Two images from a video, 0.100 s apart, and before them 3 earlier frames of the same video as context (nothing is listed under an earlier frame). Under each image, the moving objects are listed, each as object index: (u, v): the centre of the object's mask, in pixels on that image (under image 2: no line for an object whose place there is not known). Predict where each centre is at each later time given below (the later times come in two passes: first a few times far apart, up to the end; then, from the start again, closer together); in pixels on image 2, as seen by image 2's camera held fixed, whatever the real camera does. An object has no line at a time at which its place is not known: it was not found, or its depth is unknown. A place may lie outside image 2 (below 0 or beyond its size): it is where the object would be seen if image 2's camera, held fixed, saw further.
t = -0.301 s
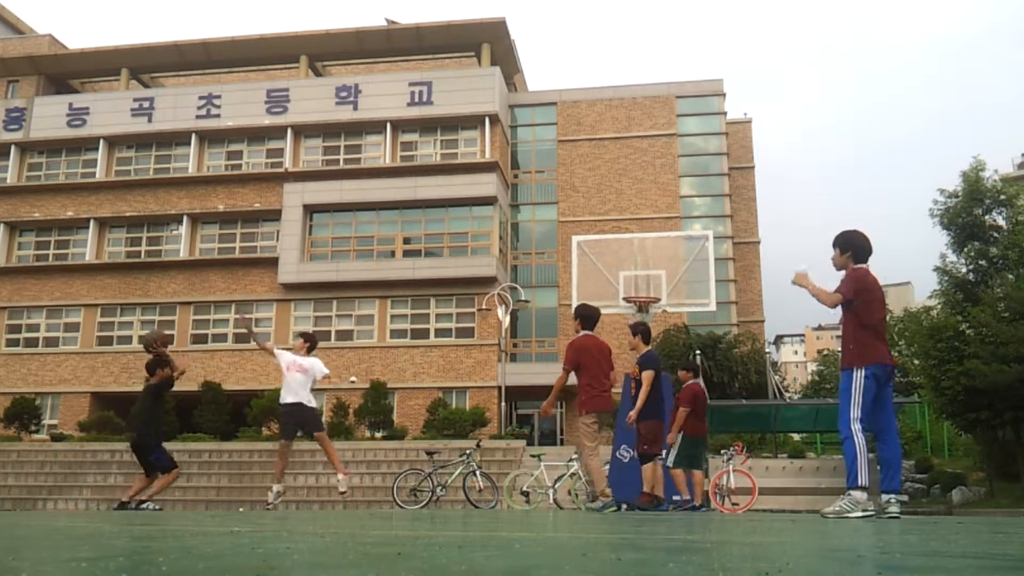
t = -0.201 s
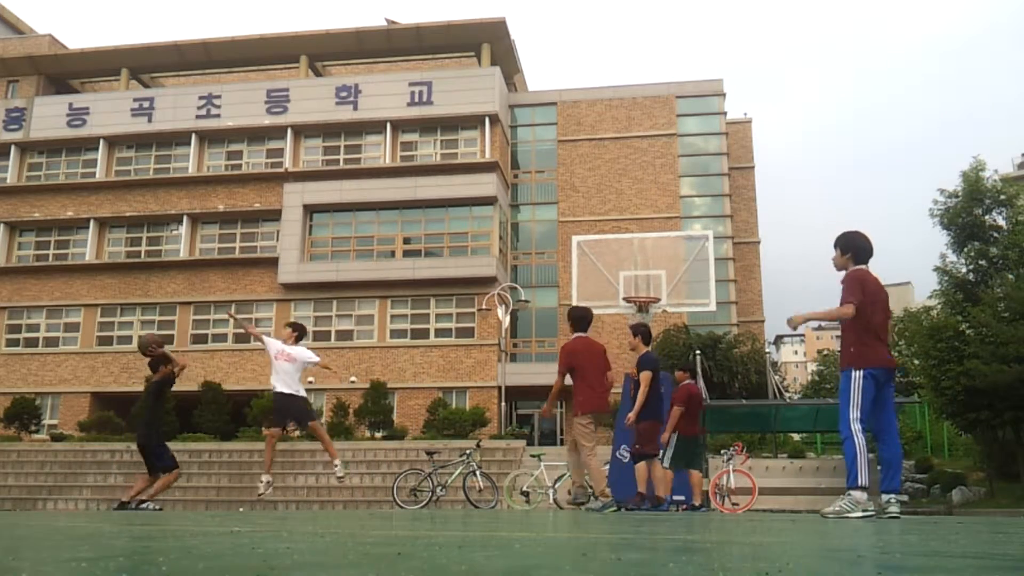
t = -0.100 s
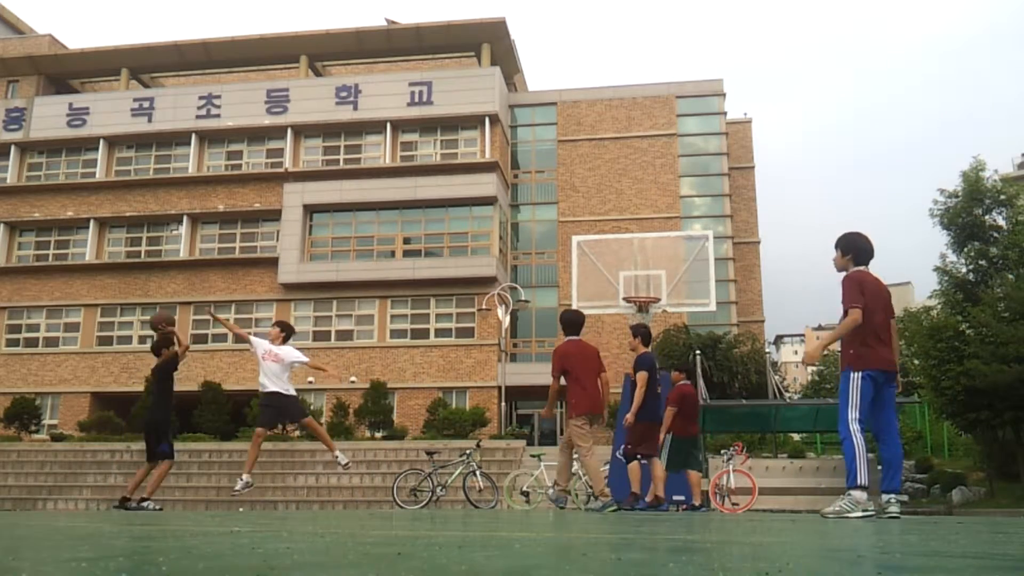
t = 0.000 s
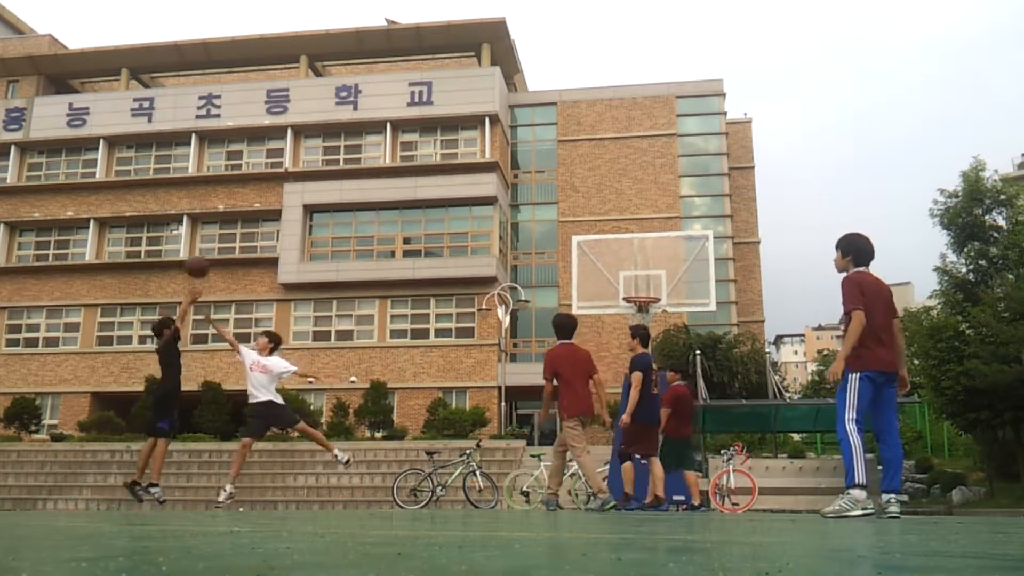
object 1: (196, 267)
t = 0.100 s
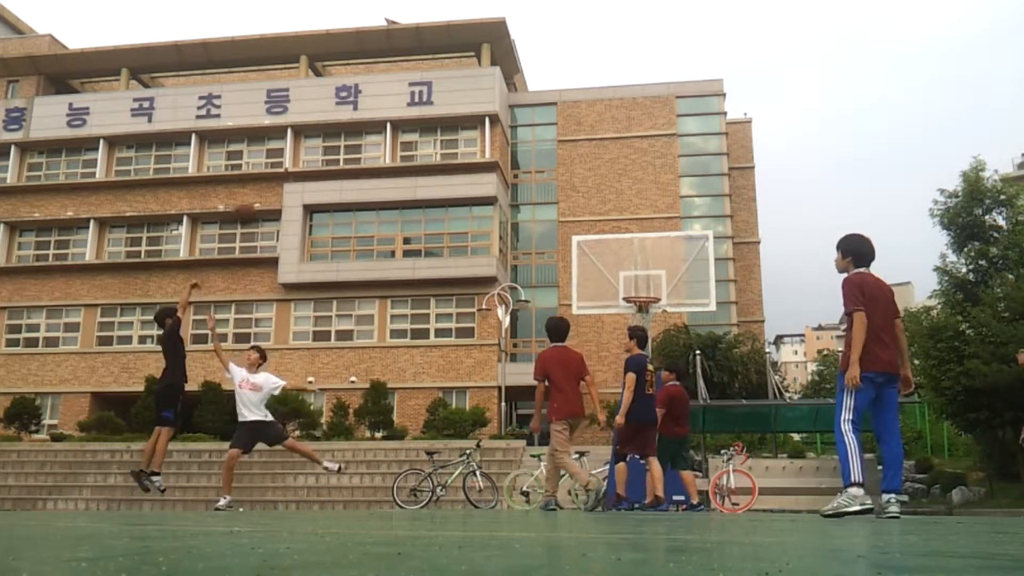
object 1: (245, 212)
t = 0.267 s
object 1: (315, 151)
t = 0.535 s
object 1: (414, 107)
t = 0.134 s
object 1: (259, 198)
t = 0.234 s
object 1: (302, 161)
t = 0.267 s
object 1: (315, 151)
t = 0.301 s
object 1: (329, 141)
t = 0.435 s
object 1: (379, 115)
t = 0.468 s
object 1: (391, 111)
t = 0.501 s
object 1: (403, 109)
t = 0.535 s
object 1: (414, 107)
